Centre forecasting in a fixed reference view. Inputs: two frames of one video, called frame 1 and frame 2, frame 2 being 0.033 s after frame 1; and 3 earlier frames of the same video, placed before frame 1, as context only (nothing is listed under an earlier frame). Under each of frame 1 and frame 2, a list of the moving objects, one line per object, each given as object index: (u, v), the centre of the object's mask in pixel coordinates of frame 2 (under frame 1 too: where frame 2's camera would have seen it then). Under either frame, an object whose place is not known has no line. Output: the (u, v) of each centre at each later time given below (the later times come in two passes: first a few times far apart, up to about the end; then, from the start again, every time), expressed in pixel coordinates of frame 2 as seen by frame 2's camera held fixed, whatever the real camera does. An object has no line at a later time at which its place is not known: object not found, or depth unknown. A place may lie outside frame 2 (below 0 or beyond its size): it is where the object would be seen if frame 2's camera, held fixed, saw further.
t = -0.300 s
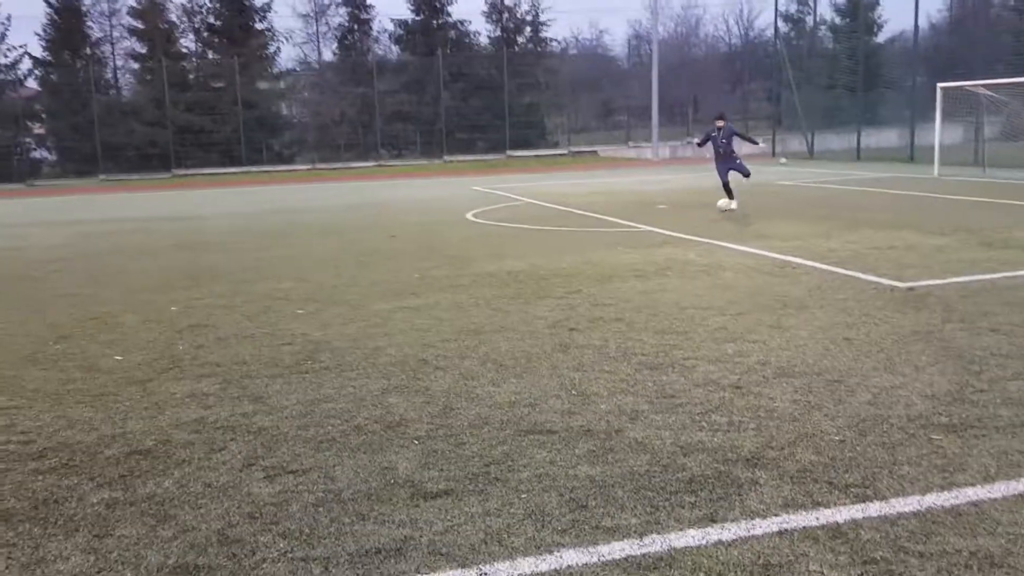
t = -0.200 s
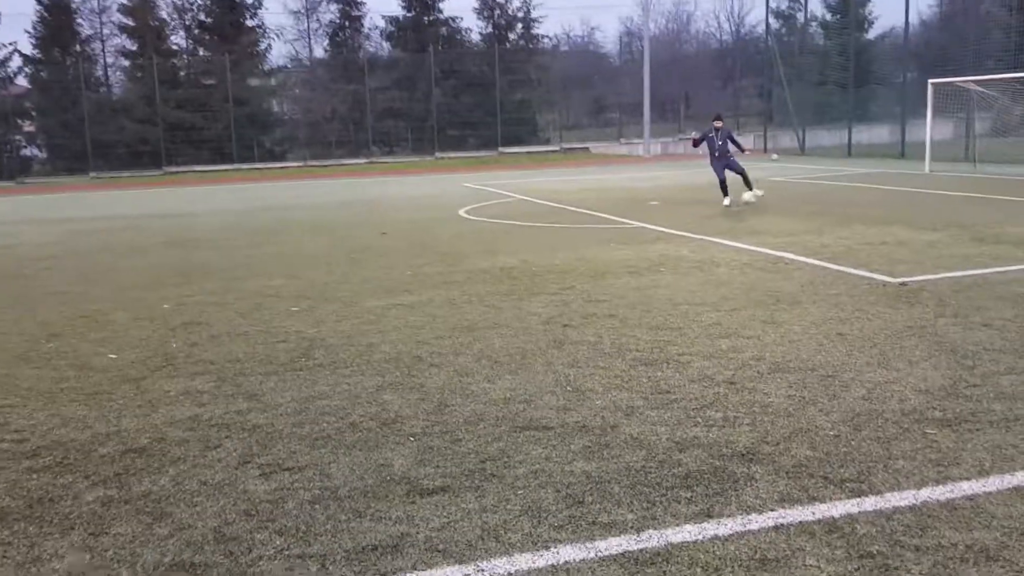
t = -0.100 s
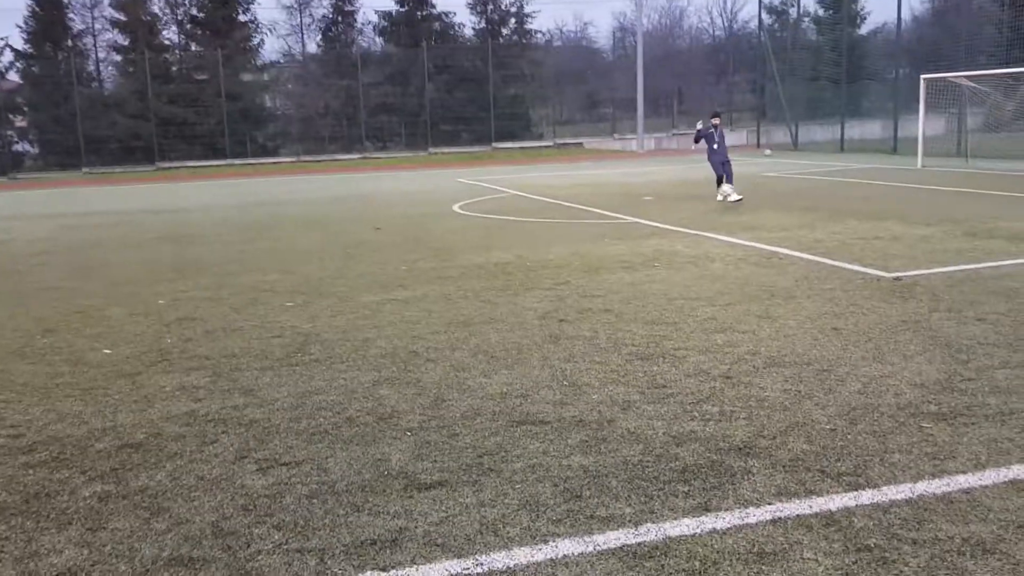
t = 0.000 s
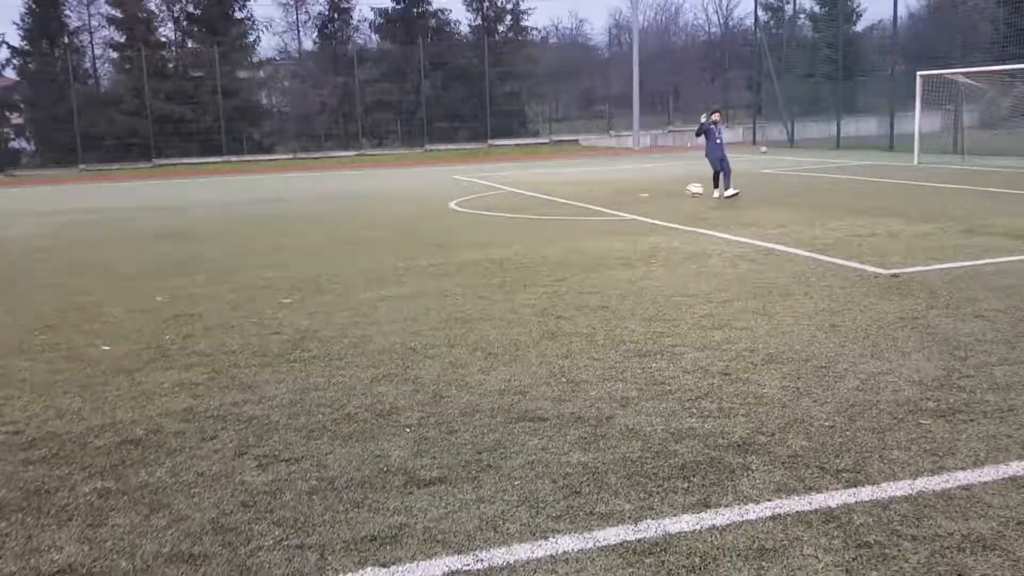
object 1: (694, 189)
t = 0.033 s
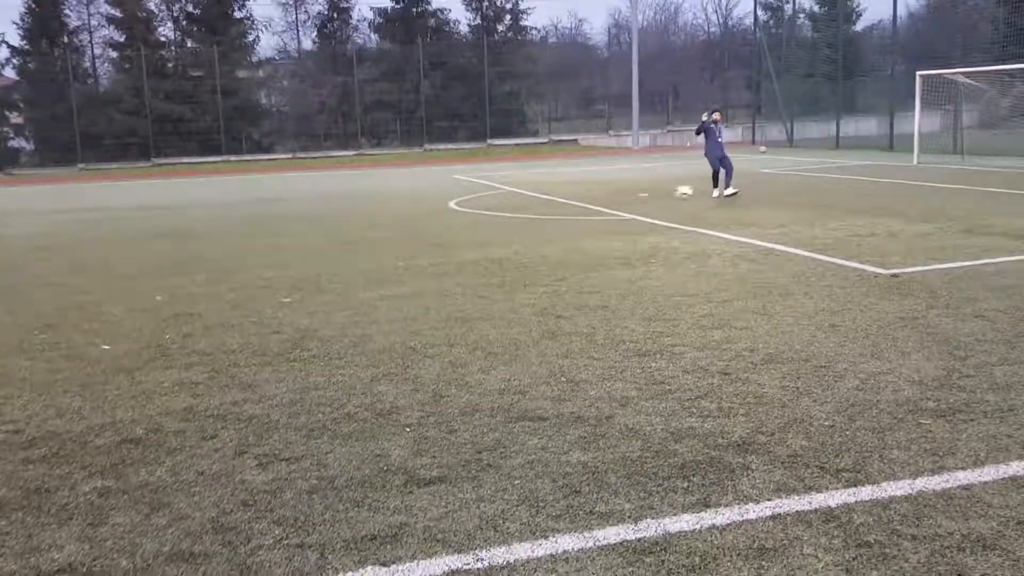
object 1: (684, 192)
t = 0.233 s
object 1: (611, 224)
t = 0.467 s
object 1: (503, 247)
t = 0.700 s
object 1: (344, 322)
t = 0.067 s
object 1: (673, 195)
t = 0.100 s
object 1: (662, 199)
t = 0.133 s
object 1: (650, 203)
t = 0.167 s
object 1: (638, 210)
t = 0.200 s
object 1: (624, 216)
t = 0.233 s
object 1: (611, 224)
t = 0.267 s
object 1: (596, 233)
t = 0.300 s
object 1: (580, 242)
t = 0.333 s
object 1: (566, 242)
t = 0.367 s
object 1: (552, 242)
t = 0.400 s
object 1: (536, 242)
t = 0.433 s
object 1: (520, 244)
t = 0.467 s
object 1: (503, 247)
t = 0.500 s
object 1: (485, 252)
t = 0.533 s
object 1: (465, 258)
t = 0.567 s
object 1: (444, 266)
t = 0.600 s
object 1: (422, 277)
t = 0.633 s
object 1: (398, 289)
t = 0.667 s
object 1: (371, 304)
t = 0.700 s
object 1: (344, 322)
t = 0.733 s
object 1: (320, 322)
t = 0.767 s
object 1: (295, 323)
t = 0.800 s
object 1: (268, 327)
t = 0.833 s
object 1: (239, 333)
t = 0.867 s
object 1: (206, 341)
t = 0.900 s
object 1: (172, 351)
